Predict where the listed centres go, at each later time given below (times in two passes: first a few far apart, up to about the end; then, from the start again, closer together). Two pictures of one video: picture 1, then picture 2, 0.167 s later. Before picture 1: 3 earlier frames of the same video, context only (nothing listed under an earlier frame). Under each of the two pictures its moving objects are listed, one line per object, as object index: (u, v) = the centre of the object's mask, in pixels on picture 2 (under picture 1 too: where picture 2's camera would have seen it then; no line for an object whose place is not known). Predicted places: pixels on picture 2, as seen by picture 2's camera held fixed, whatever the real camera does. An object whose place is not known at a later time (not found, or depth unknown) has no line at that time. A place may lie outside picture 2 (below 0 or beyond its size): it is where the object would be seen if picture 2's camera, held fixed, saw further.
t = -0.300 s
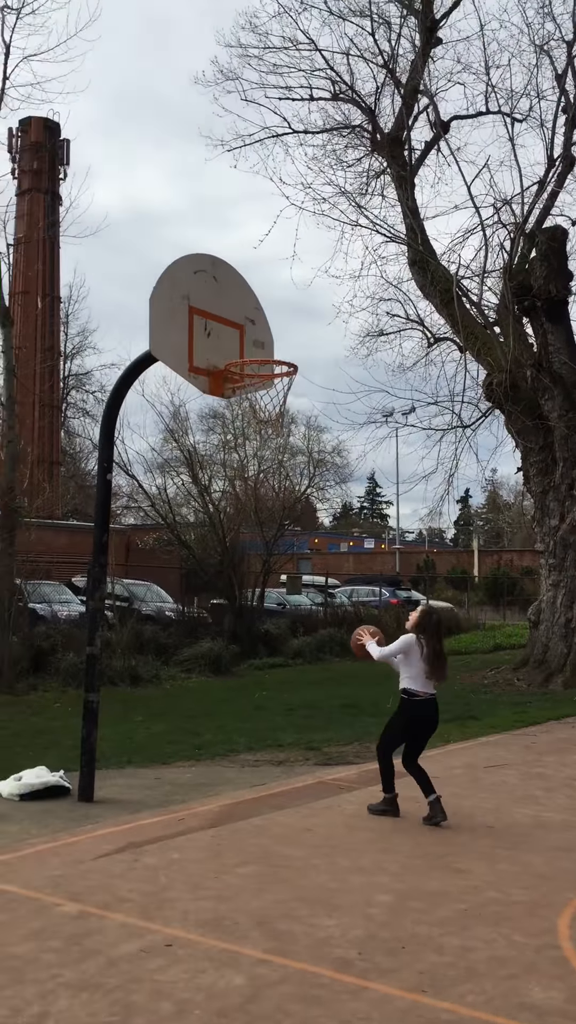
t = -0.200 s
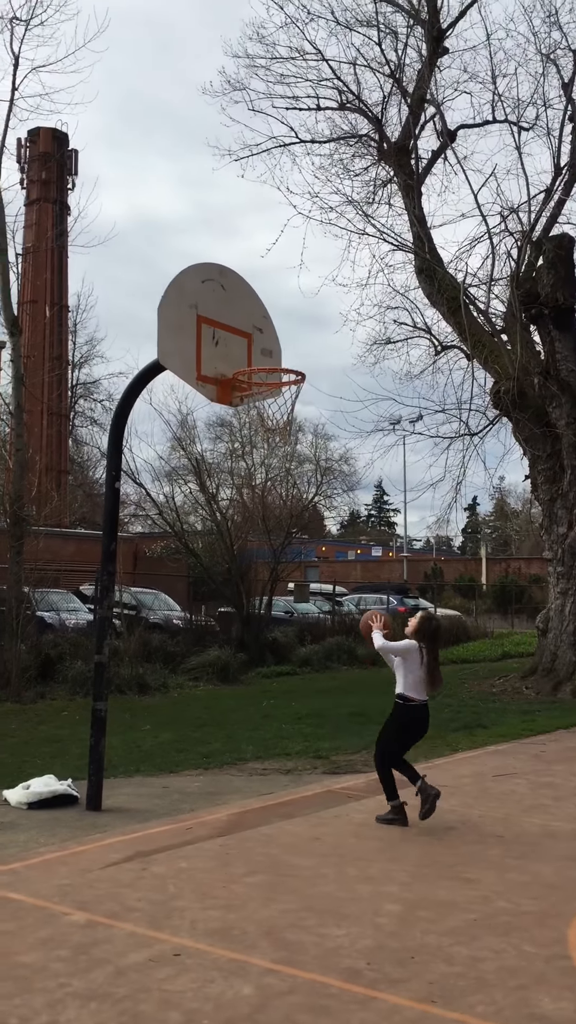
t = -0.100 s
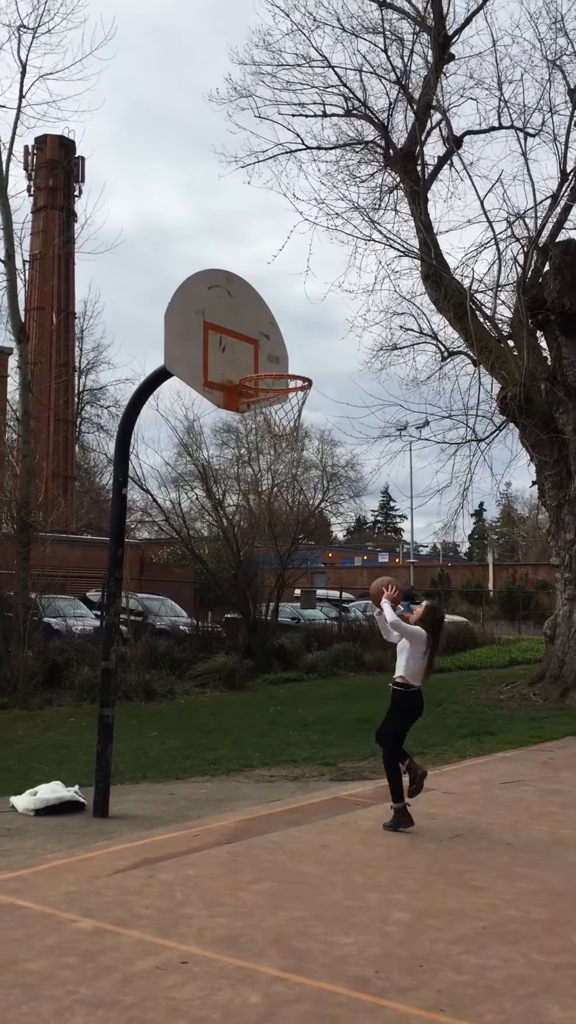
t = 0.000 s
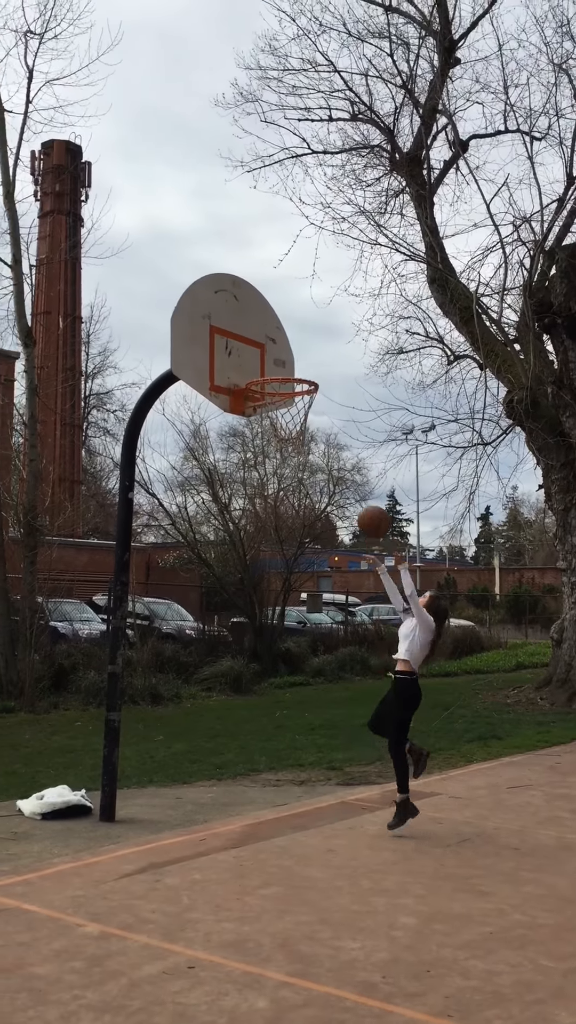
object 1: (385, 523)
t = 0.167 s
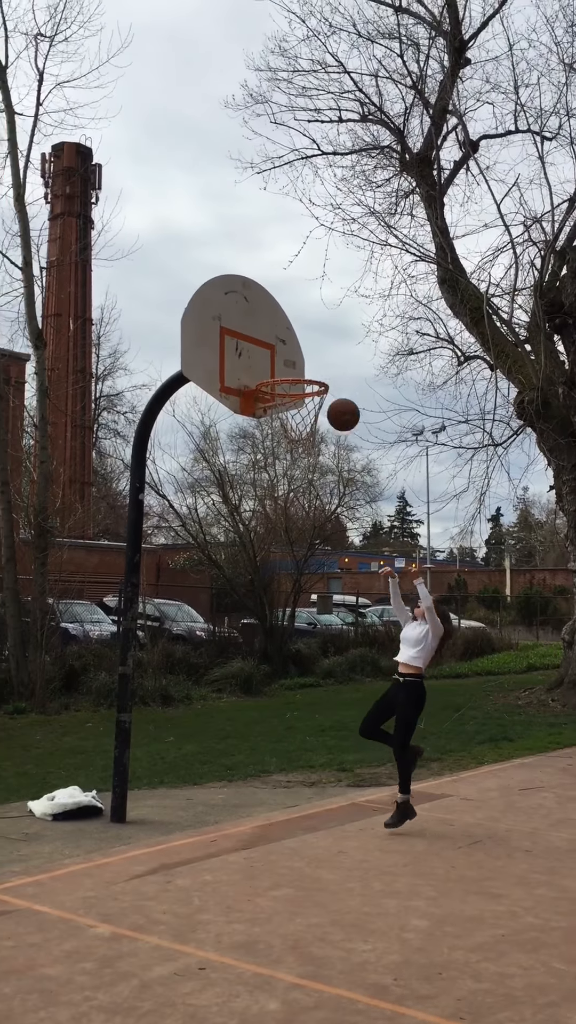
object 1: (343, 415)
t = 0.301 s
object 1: (311, 356)
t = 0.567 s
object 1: (307, 326)
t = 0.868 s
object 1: (319, 352)
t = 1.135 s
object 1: (306, 354)
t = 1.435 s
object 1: (293, 421)
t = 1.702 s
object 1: (291, 433)
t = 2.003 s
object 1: (300, 522)
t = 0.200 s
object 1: (336, 398)
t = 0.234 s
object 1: (328, 381)
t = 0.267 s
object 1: (319, 367)
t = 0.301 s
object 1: (311, 356)
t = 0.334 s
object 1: (303, 345)
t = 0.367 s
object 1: (295, 336)
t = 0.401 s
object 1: (294, 331)
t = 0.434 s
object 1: (297, 327)
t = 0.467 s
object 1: (300, 324)
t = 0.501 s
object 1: (302, 323)
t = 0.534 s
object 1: (305, 324)
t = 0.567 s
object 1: (307, 326)
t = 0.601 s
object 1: (310, 330)
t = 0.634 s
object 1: (312, 335)
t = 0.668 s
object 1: (315, 341)
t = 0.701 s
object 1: (318, 350)
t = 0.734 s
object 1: (320, 360)
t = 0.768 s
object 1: (324, 369)
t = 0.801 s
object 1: (322, 366)
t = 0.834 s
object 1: (321, 358)
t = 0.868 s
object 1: (319, 352)
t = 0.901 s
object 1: (318, 347)
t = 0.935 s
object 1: (316, 343)
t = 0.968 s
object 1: (314, 341)
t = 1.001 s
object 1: (313, 340)
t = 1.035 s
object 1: (311, 341)
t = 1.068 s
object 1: (310, 344)
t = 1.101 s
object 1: (308, 348)
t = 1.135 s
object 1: (306, 354)
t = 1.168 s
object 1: (305, 361)
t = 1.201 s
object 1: (303, 367)
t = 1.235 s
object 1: (300, 381)
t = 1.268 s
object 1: (299, 396)
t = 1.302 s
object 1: (298, 407)
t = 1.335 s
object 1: (297, 423)
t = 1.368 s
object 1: (295, 430)
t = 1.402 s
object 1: (294, 424)
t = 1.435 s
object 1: (293, 421)
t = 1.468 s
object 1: (293, 419)
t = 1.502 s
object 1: (292, 419)
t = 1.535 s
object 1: (291, 420)
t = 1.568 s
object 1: (290, 423)
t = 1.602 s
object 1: (290, 426)
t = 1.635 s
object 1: (289, 430)
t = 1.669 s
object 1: (290, 432)
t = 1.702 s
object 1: (291, 433)
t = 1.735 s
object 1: (292, 437)
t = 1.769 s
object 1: (293, 441)
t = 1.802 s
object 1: (293, 448)
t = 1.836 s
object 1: (294, 456)
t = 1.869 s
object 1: (294, 466)
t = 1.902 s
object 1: (296, 478)
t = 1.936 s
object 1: (296, 491)
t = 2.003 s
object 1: (300, 522)
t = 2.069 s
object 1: (301, 561)
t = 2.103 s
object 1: (302, 582)
